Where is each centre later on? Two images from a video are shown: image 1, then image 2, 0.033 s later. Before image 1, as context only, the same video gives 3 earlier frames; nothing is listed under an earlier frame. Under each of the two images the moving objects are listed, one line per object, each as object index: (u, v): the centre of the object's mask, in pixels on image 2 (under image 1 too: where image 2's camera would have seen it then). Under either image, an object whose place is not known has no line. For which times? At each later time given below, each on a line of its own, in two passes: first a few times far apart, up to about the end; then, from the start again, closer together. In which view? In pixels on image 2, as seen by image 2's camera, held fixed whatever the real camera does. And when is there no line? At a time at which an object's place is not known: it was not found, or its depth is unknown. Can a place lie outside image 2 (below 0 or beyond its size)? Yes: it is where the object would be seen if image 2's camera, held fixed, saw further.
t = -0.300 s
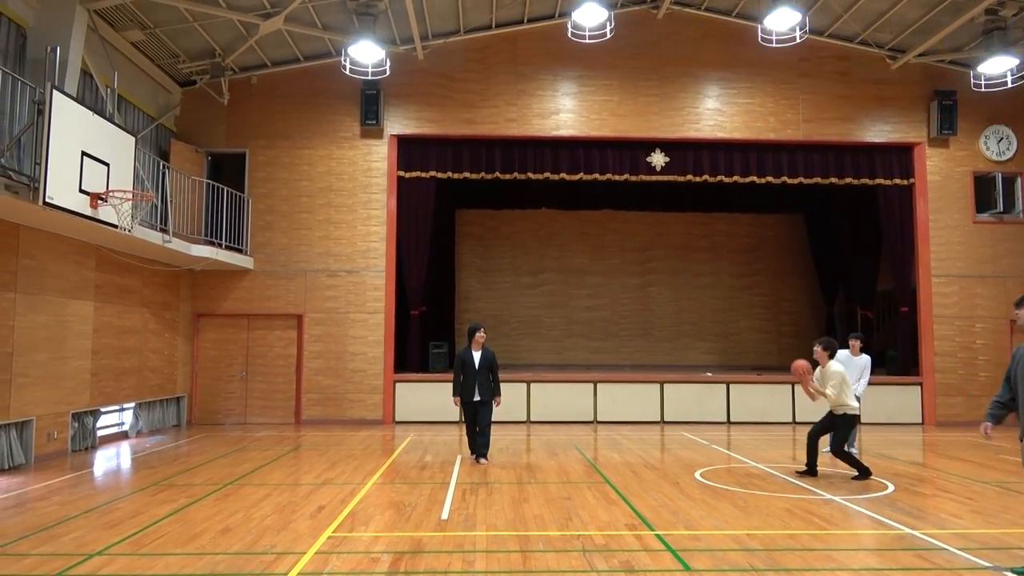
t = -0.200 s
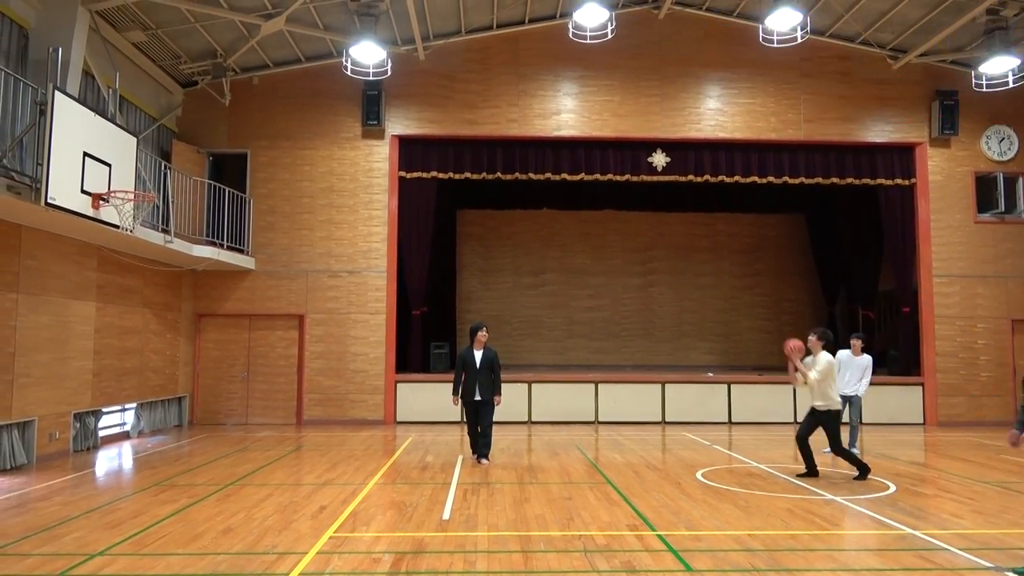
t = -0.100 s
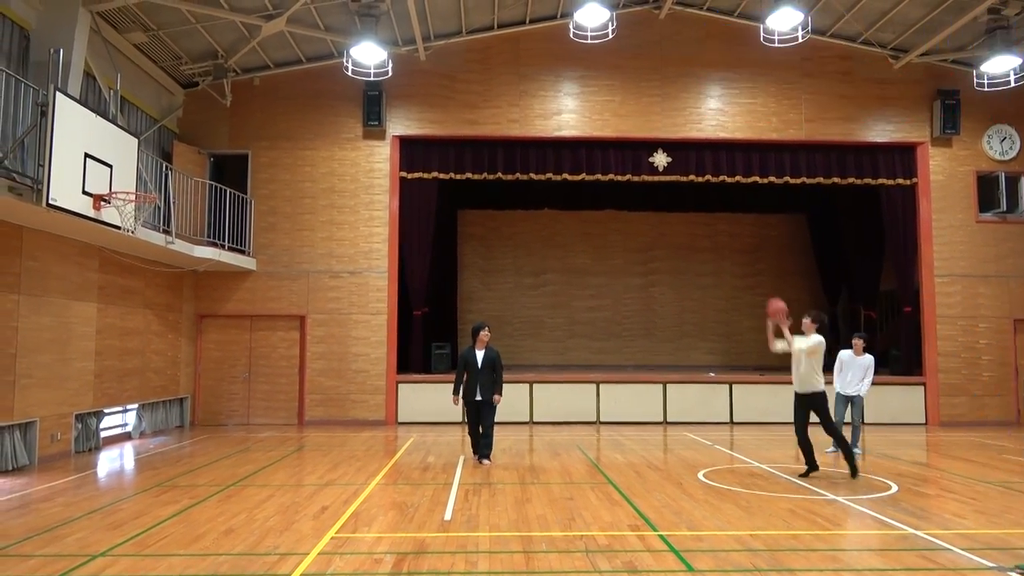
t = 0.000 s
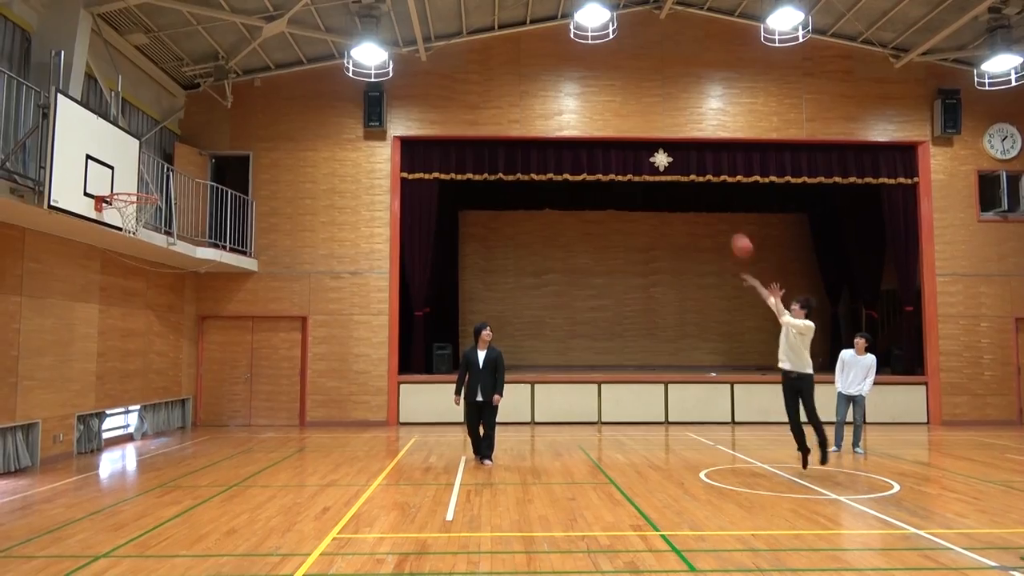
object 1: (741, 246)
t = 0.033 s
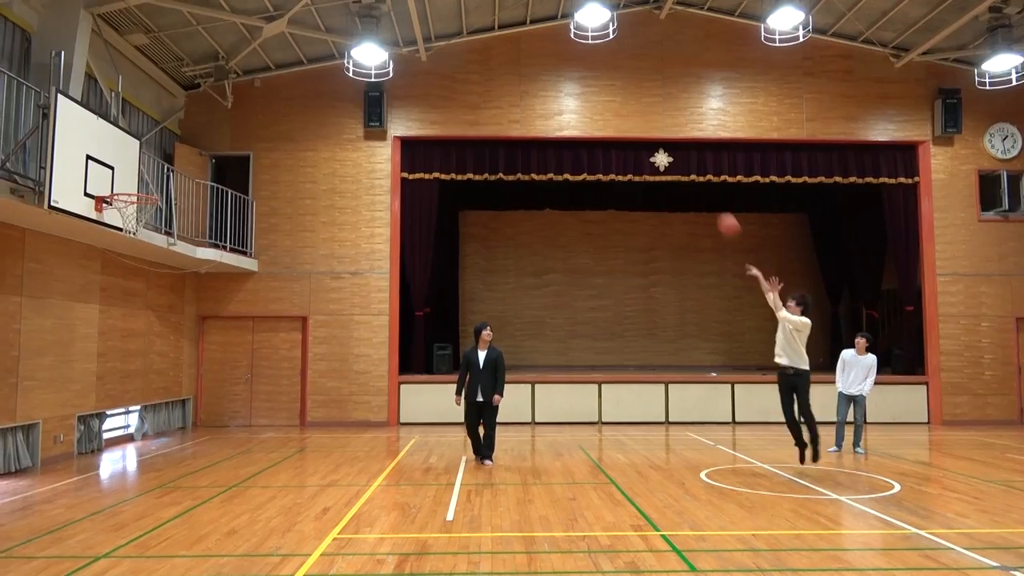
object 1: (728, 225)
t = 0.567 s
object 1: (526, 36)
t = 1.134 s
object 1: (321, 89)
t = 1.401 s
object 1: (224, 207)
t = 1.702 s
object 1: (116, 409)
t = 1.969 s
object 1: (76, 375)
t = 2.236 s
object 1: (54, 301)
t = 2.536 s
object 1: (27, 292)
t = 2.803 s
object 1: (48, 333)
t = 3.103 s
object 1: (70, 453)
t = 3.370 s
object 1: (81, 398)
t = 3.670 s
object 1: (93, 383)
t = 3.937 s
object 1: (101, 433)
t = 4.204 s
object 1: (109, 428)
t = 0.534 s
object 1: (535, 38)
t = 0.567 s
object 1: (526, 36)
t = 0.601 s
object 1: (512, 30)
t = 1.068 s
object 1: (343, 70)
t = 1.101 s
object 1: (333, 80)
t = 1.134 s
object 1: (321, 89)
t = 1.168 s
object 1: (310, 100)
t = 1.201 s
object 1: (297, 111)
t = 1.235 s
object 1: (286, 124)
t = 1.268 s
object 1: (274, 138)
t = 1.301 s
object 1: (261, 154)
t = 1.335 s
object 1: (248, 172)
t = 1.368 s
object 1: (238, 187)
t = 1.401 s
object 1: (224, 207)
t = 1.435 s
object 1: (213, 225)
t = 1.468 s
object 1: (201, 245)
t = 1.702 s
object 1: (116, 409)
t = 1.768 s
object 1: (91, 468)
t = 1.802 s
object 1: (89, 452)
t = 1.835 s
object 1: (86, 435)
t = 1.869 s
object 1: (83, 419)
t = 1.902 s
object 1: (80, 404)
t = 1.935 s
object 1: (78, 389)
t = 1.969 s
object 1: (76, 375)
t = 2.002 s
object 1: (72, 362)
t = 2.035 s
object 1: (70, 350)
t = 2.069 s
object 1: (68, 339)
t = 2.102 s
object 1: (64, 331)
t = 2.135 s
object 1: (62, 321)
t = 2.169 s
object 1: (60, 313)
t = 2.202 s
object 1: (57, 307)
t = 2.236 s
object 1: (54, 301)
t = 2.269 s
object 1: (51, 297)
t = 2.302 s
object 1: (48, 292)
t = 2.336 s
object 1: (46, 290)
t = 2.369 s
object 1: (43, 288)
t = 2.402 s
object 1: (40, 287)
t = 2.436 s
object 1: (37, 287)
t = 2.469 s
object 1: (35, 287)
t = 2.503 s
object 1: (29, 289)
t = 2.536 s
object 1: (27, 292)
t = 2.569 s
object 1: (28, 294)
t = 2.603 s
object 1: (31, 297)
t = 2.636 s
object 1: (35, 300)
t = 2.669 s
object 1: (38, 305)
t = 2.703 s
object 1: (40, 311)
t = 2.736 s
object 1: (43, 317)
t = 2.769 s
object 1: (46, 325)
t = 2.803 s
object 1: (48, 333)
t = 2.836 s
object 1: (51, 343)
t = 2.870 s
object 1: (53, 353)
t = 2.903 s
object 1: (55, 365)
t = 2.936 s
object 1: (58, 377)
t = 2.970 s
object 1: (60, 389)
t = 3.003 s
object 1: (62, 403)
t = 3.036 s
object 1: (64, 419)
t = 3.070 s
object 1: (67, 433)
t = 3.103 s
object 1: (70, 453)
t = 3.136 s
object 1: (71, 464)
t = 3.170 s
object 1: (72, 453)
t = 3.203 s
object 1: (74, 440)
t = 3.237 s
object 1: (76, 429)
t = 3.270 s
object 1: (77, 421)
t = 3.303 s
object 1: (78, 412)
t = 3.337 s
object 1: (80, 405)
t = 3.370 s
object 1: (81, 398)
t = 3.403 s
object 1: (82, 394)
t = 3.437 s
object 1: (84, 389)
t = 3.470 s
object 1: (86, 385)
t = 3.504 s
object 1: (87, 382)
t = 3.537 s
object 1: (88, 380)
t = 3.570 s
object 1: (89, 380)
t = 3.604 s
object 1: (90, 380)
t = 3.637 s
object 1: (91, 381)
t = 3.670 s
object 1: (93, 383)
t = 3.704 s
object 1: (94, 386)
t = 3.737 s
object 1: (95, 390)
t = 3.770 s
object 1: (96, 394)
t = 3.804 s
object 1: (97, 401)
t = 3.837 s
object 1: (97, 408)
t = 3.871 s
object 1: (99, 414)
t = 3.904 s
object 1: (100, 422)
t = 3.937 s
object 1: (101, 433)
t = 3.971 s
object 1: (100, 443)
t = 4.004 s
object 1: (103, 453)
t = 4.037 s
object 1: (103, 461)
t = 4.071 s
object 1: (104, 452)
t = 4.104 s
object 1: (105, 445)
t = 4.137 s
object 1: (106, 439)
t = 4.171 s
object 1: (108, 433)
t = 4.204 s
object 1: (109, 428)
